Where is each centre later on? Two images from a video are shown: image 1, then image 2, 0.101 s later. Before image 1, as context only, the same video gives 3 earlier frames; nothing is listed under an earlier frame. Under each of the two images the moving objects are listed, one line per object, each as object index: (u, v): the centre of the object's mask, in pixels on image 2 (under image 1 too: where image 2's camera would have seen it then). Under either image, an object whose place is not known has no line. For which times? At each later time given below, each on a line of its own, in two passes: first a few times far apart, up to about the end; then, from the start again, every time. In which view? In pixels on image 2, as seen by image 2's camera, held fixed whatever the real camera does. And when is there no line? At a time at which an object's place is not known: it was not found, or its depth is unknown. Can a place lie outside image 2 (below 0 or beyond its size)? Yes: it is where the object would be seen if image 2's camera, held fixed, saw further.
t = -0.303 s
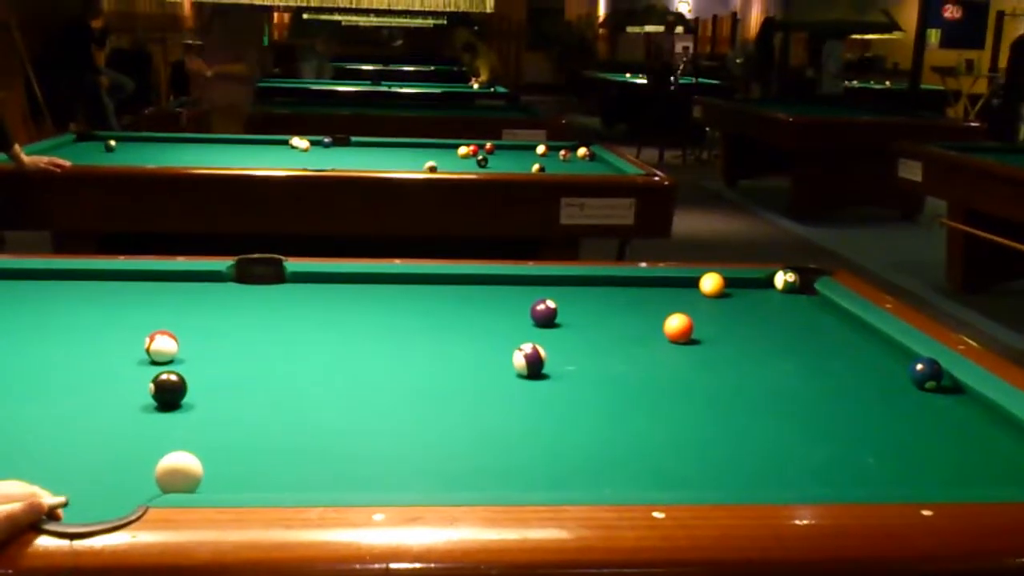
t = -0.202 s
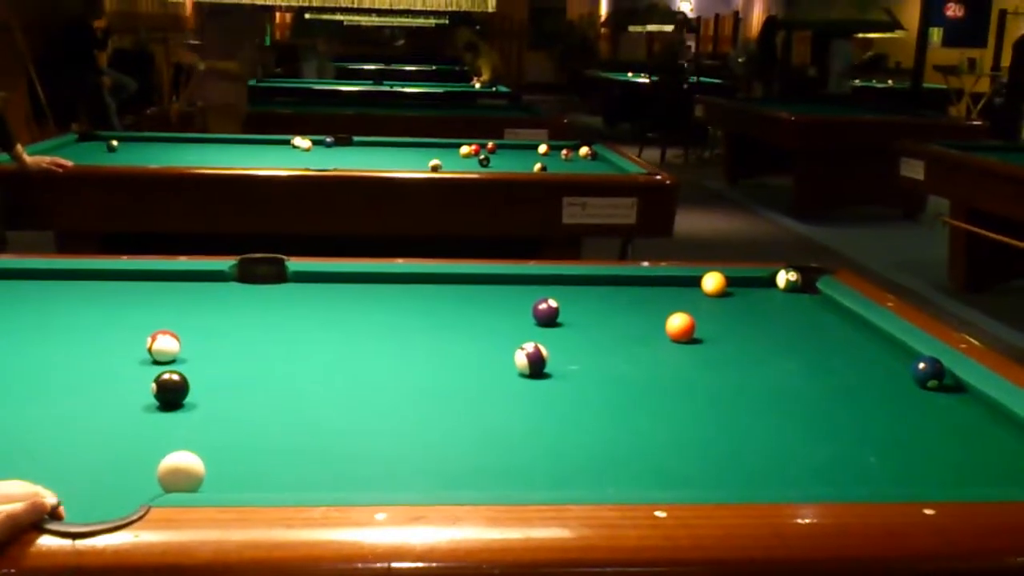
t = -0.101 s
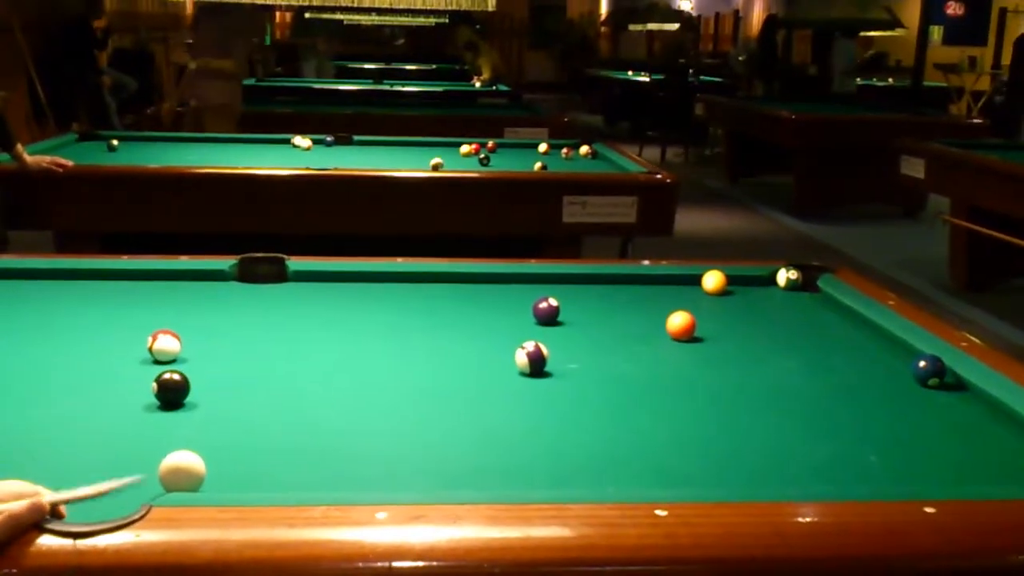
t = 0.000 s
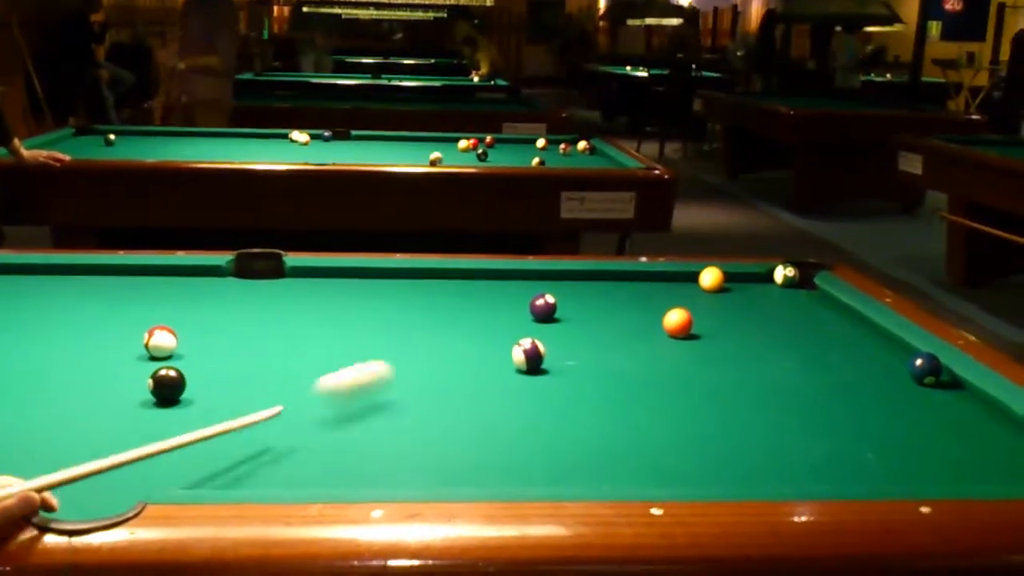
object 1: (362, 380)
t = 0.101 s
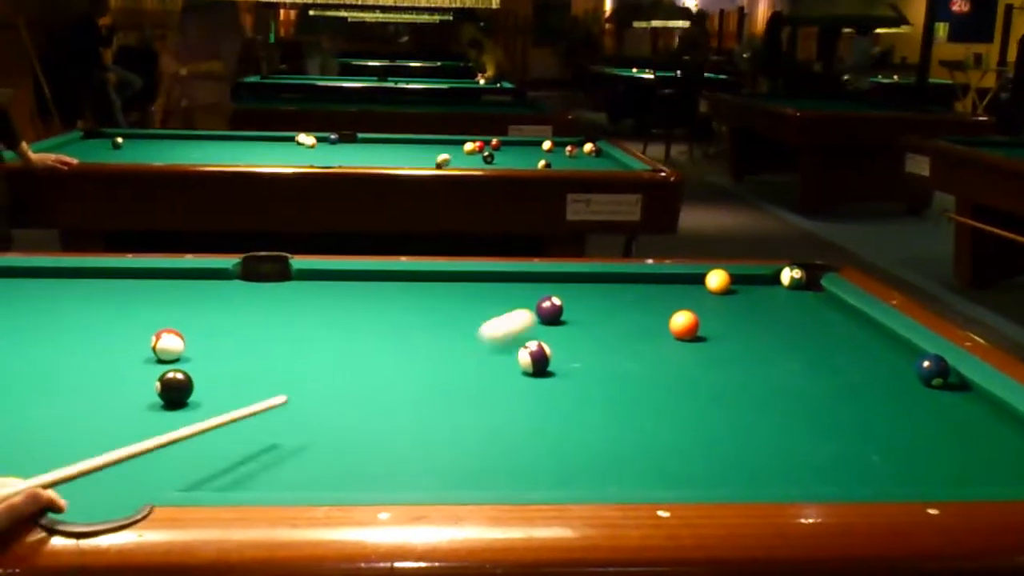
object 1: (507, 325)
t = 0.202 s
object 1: (581, 310)
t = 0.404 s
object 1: (692, 314)
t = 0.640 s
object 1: (824, 310)
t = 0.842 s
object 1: (780, 302)
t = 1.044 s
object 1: (705, 295)
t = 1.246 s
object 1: (636, 288)
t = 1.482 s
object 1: (559, 281)
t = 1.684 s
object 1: (497, 275)
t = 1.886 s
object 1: (450, 277)
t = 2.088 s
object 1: (404, 279)
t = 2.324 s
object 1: (351, 282)
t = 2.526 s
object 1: (307, 284)
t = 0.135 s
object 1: (543, 312)
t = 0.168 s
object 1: (562, 309)
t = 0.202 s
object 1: (581, 310)
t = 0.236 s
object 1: (599, 315)
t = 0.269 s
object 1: (619, 315)
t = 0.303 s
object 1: (638, 316)
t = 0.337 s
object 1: (654, 316)
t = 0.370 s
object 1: (671, 314)
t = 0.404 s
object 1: (692, 314)
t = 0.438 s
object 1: (713, 315)
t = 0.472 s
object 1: (733, 316)
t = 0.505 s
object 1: (753, 315)
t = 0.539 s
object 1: (771, 314)
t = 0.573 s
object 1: (789, 312)
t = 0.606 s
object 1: (806, 311)
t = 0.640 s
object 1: (824, 310)
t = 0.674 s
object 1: (841, 308)
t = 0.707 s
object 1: (836, 307)
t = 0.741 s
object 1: (820, 306)
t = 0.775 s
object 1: (806, 304)
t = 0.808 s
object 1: (793, 303)
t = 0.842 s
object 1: (780, 302)
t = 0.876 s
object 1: (767, 301)
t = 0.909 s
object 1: (755, 300)
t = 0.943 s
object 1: (743, 298)
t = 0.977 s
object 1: (731, 297)
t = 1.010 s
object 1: (719, 296)
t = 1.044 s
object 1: (705, 295)
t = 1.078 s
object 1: (694, 294)
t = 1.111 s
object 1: (682, 292)
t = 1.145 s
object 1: (671, 292)
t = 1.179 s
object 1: (659, 290)
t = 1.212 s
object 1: (647, 289)
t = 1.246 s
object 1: (636, 288)
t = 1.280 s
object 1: (625, 287)
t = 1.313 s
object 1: (614, 286)
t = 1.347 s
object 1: (603, 285)
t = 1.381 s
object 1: (592, 284)
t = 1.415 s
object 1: (581, 283)
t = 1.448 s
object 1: (570, 282)
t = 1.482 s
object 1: (559, 281)
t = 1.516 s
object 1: (549, 280)
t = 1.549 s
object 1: (538, 279)
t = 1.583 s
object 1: (528, 278)
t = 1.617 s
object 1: (518, 277)
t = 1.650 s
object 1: (508, 276)
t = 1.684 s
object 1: (497, 275)
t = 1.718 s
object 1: (488, 275)
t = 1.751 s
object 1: (481, 275)
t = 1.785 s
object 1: (473, 276)
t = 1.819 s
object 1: (465, 276)
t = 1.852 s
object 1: (457, 276)
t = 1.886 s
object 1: (450, 277)
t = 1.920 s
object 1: (442, 277)
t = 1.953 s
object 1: (435, 277)
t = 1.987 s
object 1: (427, 278)
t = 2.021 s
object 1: (419, 278)
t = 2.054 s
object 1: (412, 279)
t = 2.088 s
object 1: (404, 279)
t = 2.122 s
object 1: (397, 279)
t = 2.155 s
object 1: (389, 279)
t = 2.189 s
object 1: (382, 280)
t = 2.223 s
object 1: (374, 280)
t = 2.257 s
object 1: (366, 281)
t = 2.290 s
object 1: (359, 281)
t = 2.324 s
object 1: (351, 282)
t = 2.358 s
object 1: (344, 282)
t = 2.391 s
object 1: (336, 283)
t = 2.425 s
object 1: (329, 283)
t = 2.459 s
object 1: (321, 283)
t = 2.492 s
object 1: (314, 284)
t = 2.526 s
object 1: (307, 284)
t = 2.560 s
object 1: (299, 284)
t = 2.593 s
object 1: (292, 285)
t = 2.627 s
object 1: (284, 285)
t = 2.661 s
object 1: (278, 285)
